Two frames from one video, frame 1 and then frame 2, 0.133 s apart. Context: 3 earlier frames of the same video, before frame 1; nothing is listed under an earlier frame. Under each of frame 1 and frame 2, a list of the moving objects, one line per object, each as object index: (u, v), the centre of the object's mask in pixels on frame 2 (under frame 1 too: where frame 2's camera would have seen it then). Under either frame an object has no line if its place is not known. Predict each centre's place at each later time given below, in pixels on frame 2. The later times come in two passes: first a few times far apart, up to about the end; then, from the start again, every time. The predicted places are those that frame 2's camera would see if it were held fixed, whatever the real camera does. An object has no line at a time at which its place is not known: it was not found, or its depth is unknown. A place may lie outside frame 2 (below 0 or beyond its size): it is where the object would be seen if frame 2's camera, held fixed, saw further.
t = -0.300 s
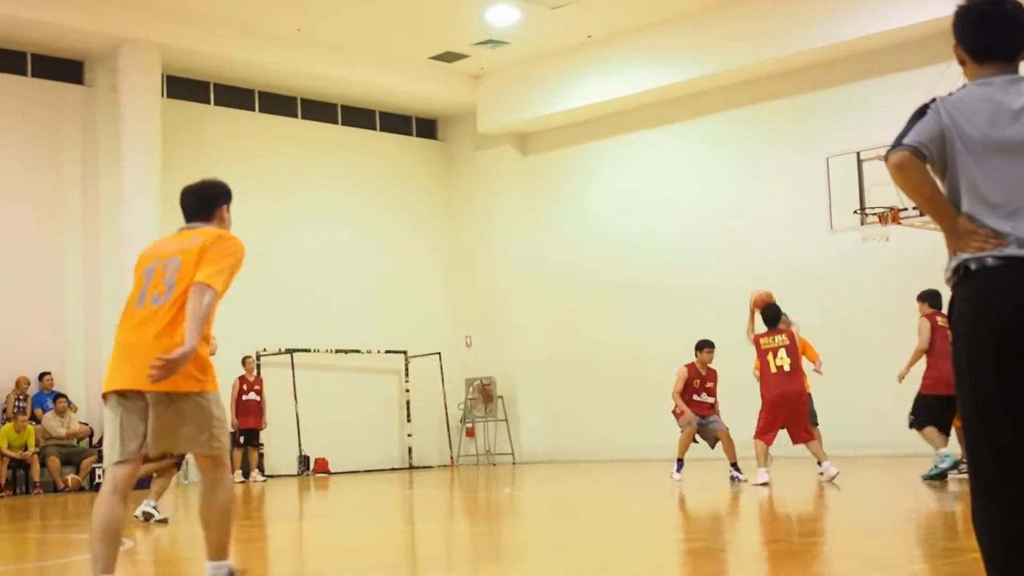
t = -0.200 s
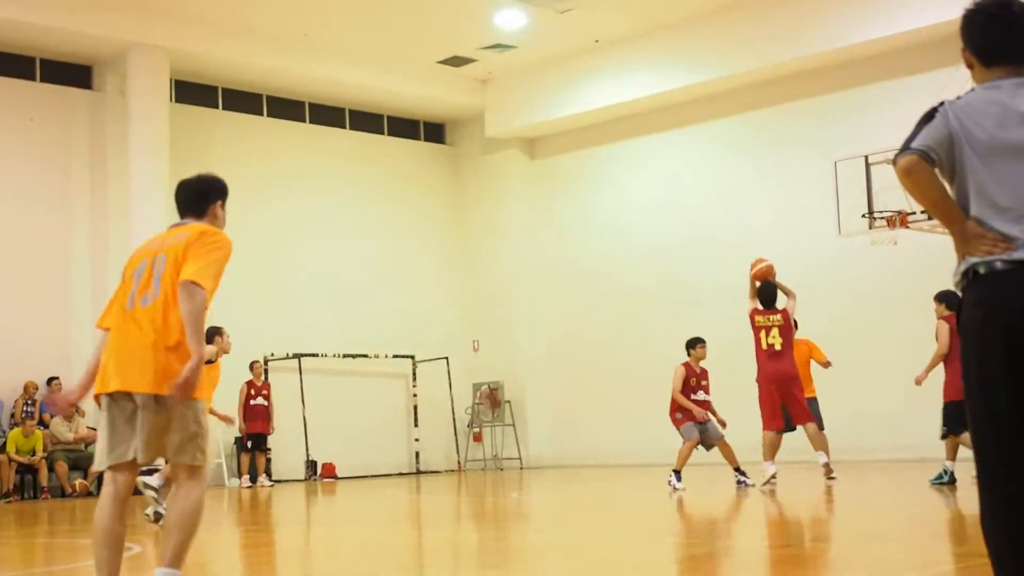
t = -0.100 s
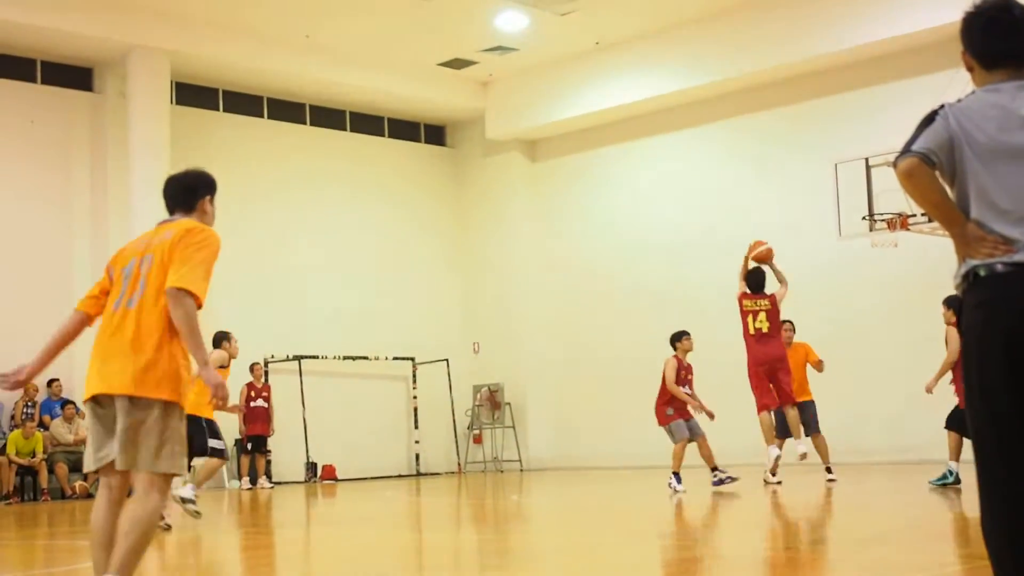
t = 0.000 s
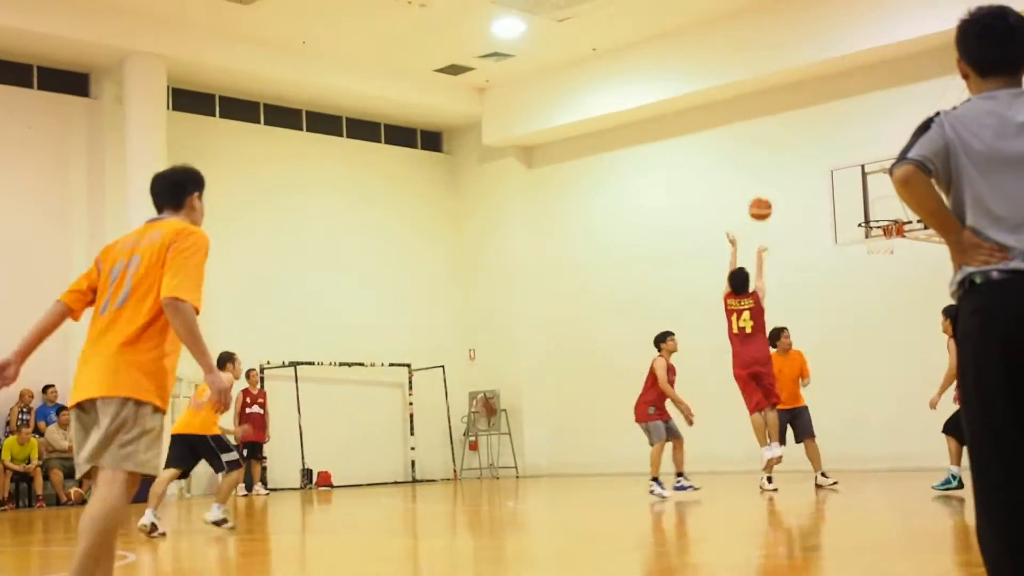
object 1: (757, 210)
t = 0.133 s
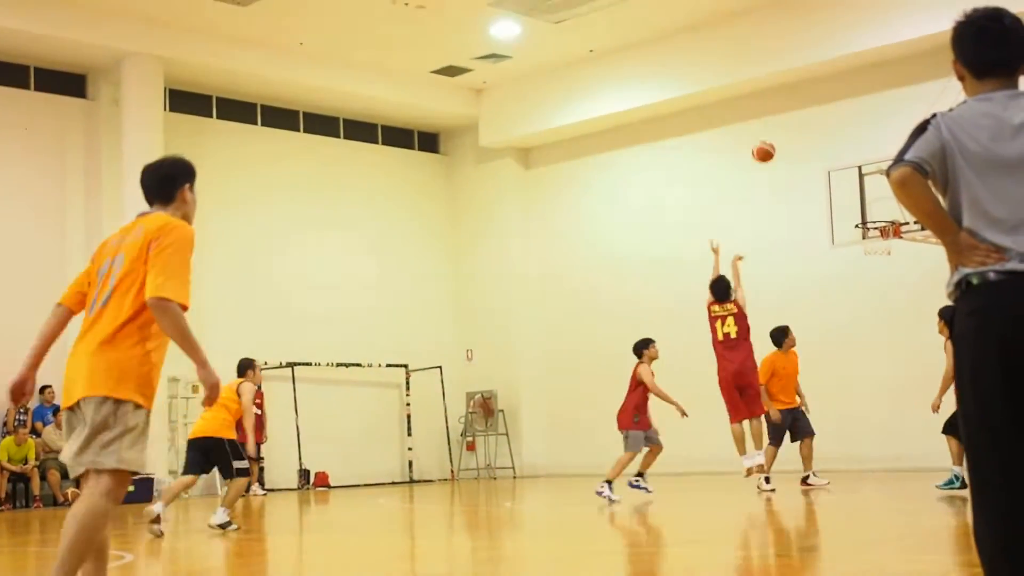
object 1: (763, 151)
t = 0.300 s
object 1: (772, 105)
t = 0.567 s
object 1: (789, 89)
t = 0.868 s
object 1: (810, 142)
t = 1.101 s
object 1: (828, 229)
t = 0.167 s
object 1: (765, 141)
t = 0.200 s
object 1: (767, 130)
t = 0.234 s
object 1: (769, 120)
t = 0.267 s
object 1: (770, 112)
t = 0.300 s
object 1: (772, 105)
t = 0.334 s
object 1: (775, 100)
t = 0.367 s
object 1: (777, 95)
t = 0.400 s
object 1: (779, 91)
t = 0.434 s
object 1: (780, 89)
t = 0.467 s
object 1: (783, 88)
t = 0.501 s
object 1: (785, 87)
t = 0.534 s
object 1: (787, 87)
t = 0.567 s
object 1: (789, 89)
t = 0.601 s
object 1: (791, 92)
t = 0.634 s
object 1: (793, 95)
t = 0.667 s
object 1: (796, 99)
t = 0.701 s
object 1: (798, 104)
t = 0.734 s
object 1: (800, 110)
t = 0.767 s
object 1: (803, 117)
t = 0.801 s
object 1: (805, 125)
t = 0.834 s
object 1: (807, 133)
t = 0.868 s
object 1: (810, 142)
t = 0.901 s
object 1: (812, 152)
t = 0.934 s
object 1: (815, 163)
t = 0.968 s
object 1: (818, 174)
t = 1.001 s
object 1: (820, 187)
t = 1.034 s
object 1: (823, 200)
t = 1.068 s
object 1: (826, 215)
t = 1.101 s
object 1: (828, 229)
